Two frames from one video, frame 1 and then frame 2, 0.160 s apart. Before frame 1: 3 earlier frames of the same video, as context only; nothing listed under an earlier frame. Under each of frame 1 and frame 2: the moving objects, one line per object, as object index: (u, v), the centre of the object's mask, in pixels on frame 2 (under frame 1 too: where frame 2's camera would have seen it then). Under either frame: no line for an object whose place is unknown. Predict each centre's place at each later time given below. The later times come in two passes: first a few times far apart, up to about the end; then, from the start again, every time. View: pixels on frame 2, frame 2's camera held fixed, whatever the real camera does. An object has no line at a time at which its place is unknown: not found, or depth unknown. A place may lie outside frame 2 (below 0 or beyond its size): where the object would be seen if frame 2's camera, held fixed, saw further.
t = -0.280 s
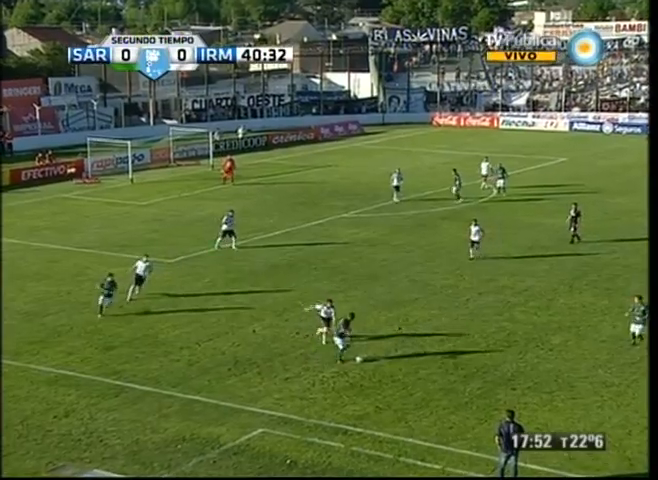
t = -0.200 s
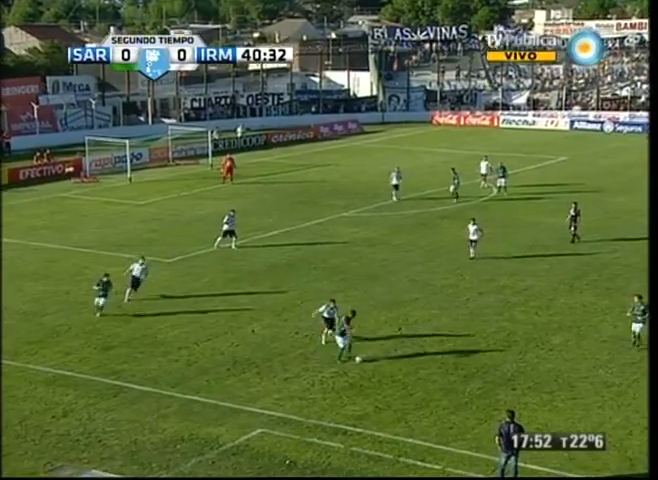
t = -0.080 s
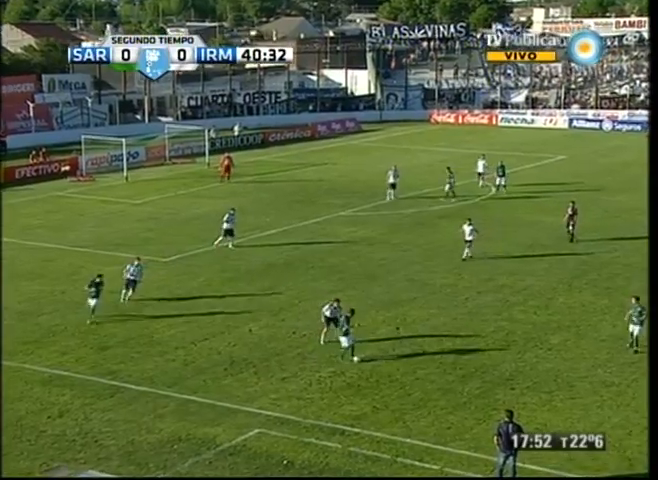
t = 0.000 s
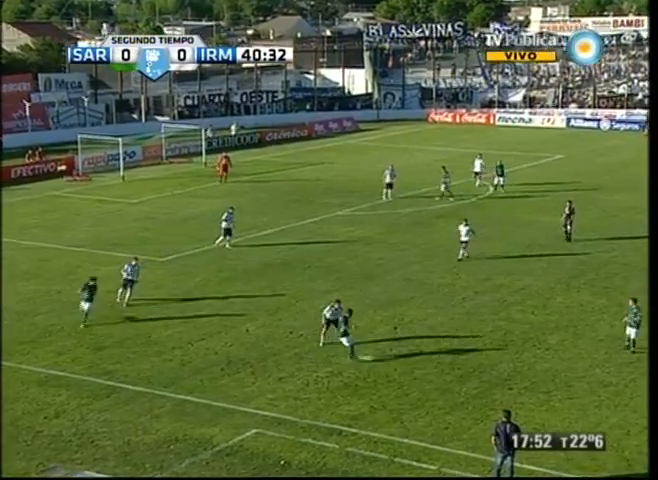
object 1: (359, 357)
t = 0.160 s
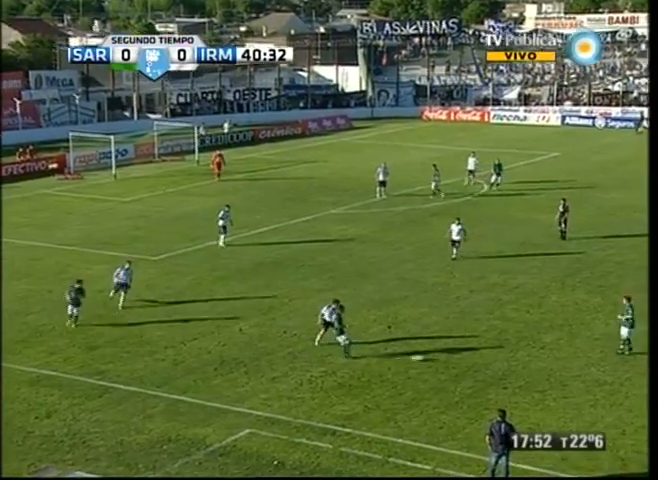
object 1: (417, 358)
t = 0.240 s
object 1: (441, 357)
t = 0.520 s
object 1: (511, 358)
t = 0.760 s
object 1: (557, 358)
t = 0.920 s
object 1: (585, 357)
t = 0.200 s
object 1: (429, 357)
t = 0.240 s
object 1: (441, 357)
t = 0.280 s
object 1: (451, 357)
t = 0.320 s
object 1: (463, 358)
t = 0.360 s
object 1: (473, 358)
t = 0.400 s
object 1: (482, 358)
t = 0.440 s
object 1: (492, 358)
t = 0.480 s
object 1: (501, 358)
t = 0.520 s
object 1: (511, 358)
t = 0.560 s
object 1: (518, 359)
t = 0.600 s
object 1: (526, 359)
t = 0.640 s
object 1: (534, 358)
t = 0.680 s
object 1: (541, 358)
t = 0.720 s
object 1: (549, 358)
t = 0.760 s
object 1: (557, 358)
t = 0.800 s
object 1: (564, 359)
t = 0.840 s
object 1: (571, 359)
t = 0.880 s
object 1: (578, 357)
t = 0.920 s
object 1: (585, 357)
